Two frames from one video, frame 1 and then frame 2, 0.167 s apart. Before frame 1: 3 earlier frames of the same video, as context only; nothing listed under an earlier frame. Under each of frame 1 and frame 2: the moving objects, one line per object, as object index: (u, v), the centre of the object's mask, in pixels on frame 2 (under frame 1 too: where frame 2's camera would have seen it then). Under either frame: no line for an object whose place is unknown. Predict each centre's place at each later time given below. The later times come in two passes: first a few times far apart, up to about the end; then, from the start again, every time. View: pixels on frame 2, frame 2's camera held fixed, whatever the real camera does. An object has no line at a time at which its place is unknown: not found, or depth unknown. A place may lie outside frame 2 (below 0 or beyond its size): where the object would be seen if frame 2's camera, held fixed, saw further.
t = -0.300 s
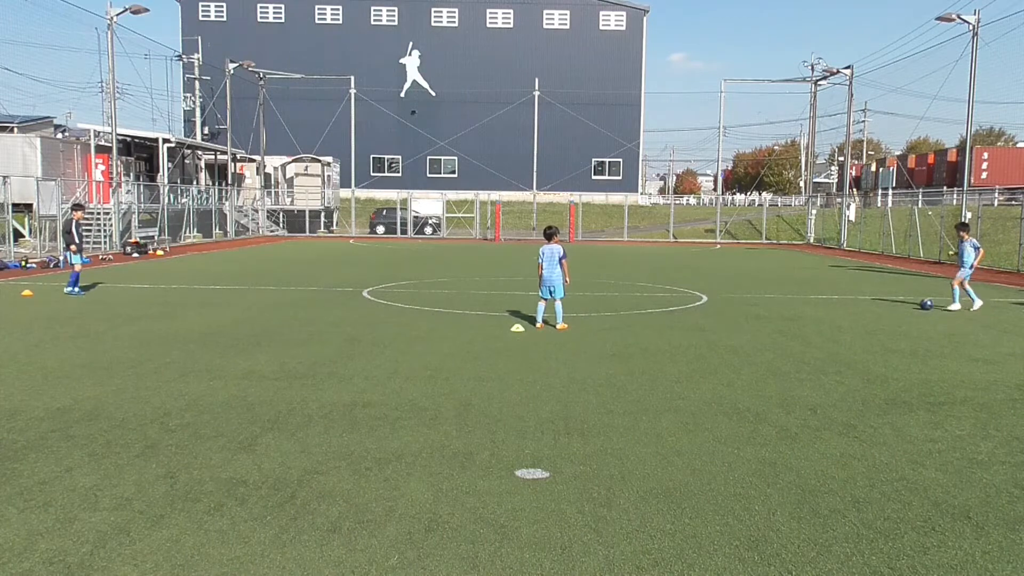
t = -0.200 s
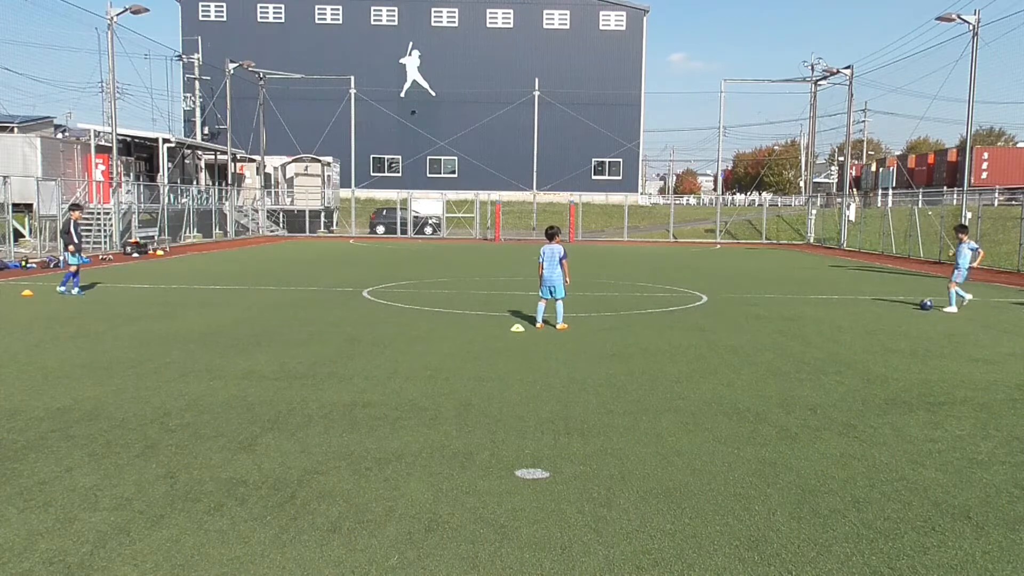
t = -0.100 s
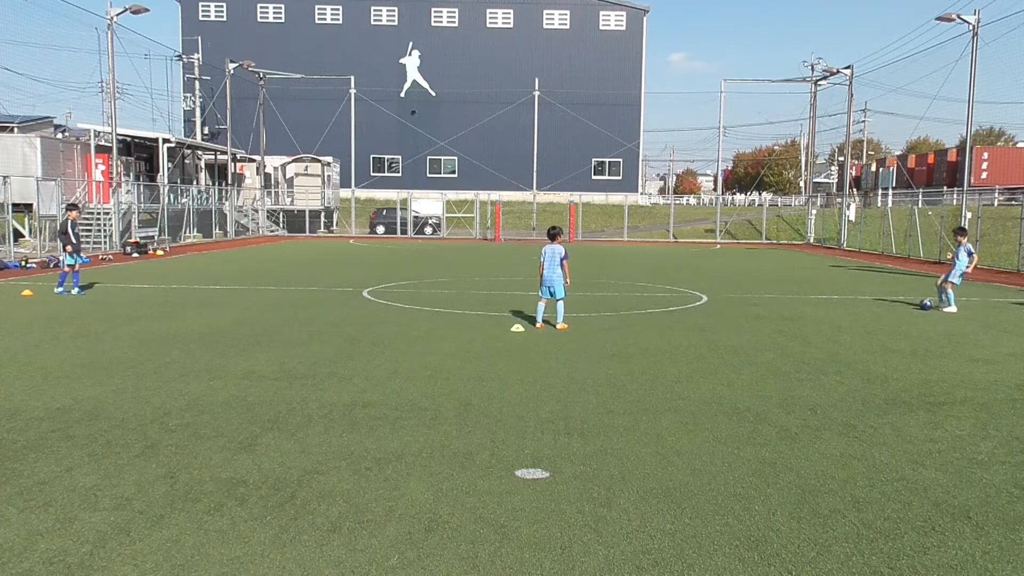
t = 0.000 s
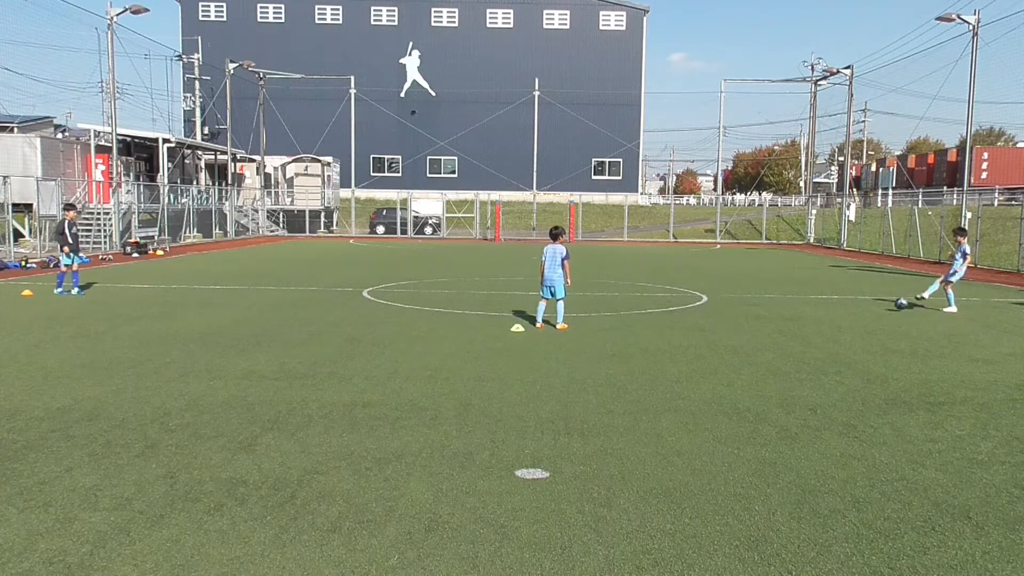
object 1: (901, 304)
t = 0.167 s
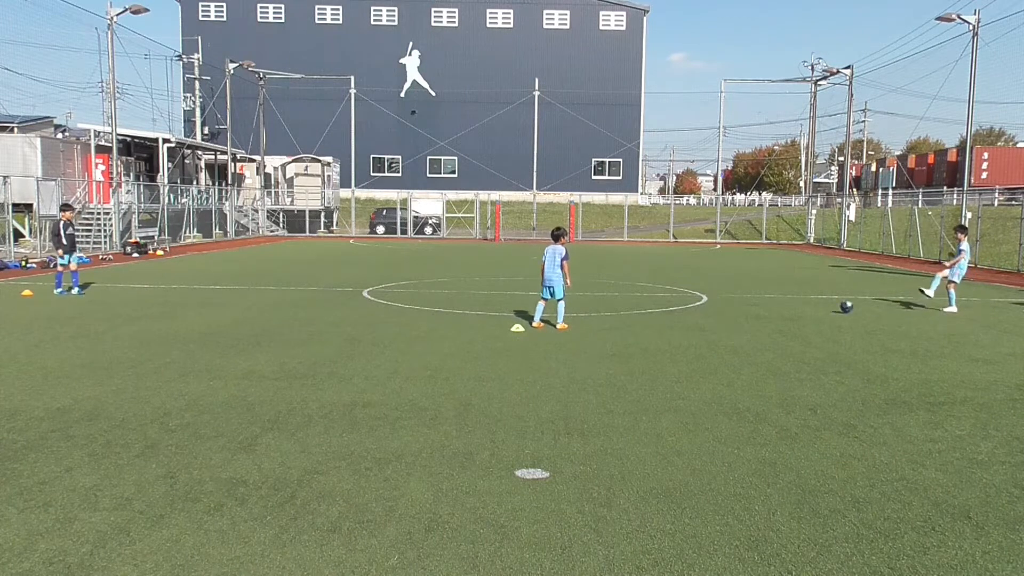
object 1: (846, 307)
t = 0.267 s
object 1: (817, 309)
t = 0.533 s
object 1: (749, 311)
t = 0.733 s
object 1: (700, 313)
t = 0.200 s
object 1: (836, 307)
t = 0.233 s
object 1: (825, 309)
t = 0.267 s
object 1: (817, 309)
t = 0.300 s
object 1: (807, 309)
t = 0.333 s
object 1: (799, 310)
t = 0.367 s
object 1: (790, 310)
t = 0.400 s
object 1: (781, 310)
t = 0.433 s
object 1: (773, 311)
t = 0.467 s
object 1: (765, 310)
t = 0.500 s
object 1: (757, 311)
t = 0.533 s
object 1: (749, 311)
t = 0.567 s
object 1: (741, 311)
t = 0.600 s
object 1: (733, 312)
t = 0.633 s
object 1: (725, 312)
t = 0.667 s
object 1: (717, 313)
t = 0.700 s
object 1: (709, 313)
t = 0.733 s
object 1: (700, 313)
